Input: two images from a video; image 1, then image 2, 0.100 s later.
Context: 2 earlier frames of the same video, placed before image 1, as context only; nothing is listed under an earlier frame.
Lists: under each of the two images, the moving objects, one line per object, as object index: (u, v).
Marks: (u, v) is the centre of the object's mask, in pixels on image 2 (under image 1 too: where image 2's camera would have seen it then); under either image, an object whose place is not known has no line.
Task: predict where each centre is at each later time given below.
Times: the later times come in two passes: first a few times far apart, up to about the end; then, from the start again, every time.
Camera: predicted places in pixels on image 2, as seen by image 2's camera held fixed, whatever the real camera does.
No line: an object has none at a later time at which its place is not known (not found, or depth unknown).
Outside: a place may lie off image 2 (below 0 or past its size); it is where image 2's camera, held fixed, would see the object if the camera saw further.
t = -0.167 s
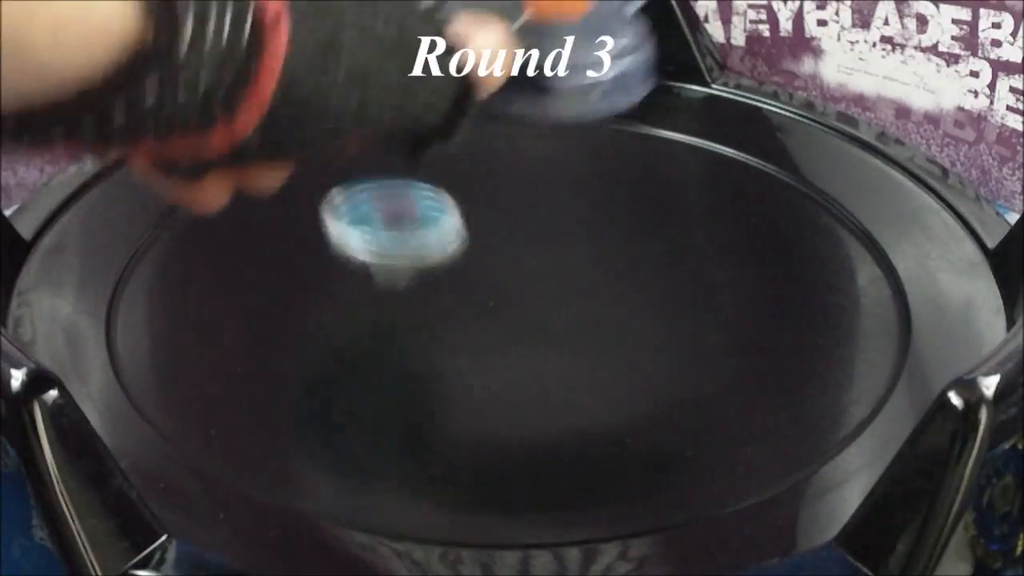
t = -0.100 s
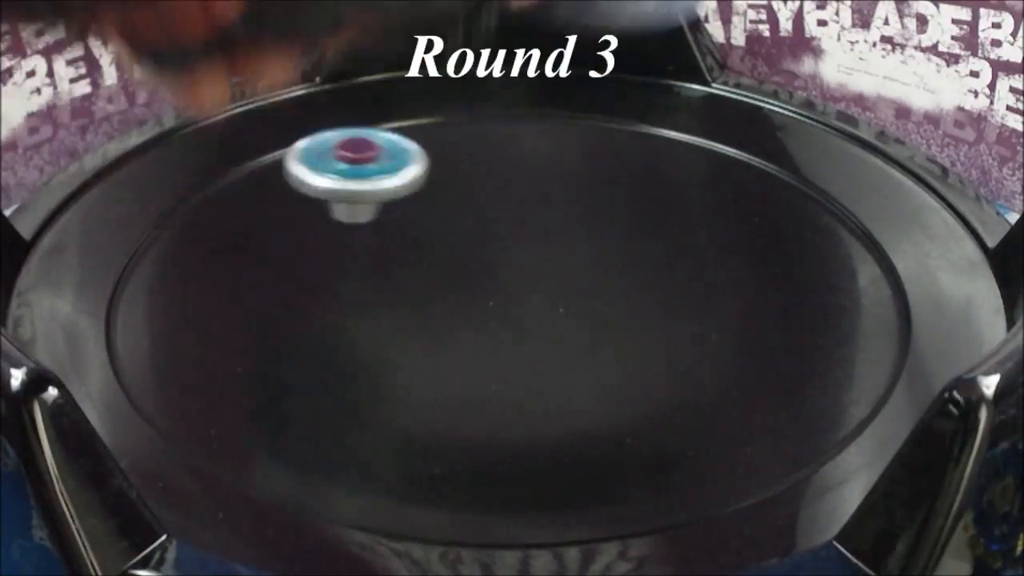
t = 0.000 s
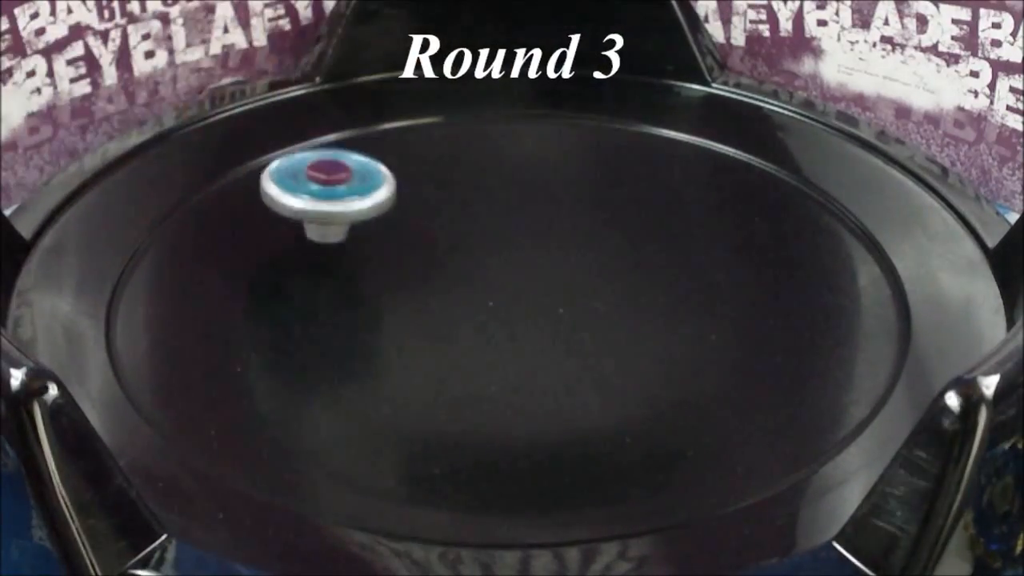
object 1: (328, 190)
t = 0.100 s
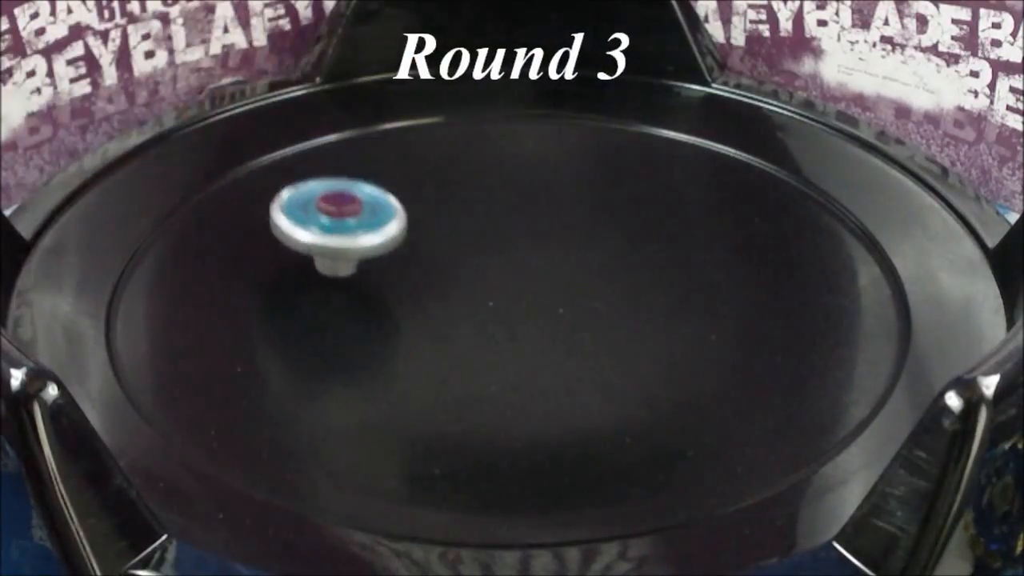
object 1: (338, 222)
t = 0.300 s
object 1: (351, 271)
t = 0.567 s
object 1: (414, 297)
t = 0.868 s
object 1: (497, 266)
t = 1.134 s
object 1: (490, 224)
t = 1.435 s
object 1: (450, 220)
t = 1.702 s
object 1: (467, 254)
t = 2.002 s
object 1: (546, 263)
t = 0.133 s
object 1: (342, 232)
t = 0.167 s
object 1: (346, 242)
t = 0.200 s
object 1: (348, 252)
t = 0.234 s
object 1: (349, 260)
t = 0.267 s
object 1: (350, 266)
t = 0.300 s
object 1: (351, 271)
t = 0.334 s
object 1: (353, 276)
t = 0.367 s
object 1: (357, 281)
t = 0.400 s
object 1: (363, 285)
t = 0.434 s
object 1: (371, 289)
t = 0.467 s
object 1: (380, 293)
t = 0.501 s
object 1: (390, 295)
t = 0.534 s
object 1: (402, 297)
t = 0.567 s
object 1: (414, 297)
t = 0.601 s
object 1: (426, 297)
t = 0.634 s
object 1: (438, 295)
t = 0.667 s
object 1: (450, 293)
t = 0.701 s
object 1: (461, 291)
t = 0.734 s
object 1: (471, 287)
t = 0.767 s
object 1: (480, 283)
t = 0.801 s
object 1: (488, 277)
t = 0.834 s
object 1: (493, 272)
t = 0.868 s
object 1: (497, 266)
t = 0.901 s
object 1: (500, 260)
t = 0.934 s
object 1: (501, 254)
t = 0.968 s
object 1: (501, 248)
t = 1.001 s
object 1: (500, 242)
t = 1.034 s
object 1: (498, 237)
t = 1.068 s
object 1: (496, 232)
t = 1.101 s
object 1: (493, 228)
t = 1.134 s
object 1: (490, 224)
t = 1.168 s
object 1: (486, 221)
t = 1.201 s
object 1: (482, 218)
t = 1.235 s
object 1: (478, 216)
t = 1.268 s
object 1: (473, 215)
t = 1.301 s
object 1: (468, 215)
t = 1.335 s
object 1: (463, 215)
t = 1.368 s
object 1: (458, 216)
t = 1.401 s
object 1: (454, 218)
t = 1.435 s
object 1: (450, 220)
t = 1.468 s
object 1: (447, 223)
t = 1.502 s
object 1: (446, 227)
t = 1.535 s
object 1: (446, 231)
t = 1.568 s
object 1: (447, 236)
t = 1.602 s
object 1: (450, 241)
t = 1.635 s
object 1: (454, 245)
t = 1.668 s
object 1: (460, 250)
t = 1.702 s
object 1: (467, 254)
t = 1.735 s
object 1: (475, 258)
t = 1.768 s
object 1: (483, 261)
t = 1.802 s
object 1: (492, 264)
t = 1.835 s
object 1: (501, 265)
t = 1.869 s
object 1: (511, 266)
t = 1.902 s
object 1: (521, 266)
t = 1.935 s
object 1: (530, 266)
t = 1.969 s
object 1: (538, 265)
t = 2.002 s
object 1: (546, 263)
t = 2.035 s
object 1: (553, 261)
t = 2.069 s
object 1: (559, 259)
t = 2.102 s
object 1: (564, 257)
